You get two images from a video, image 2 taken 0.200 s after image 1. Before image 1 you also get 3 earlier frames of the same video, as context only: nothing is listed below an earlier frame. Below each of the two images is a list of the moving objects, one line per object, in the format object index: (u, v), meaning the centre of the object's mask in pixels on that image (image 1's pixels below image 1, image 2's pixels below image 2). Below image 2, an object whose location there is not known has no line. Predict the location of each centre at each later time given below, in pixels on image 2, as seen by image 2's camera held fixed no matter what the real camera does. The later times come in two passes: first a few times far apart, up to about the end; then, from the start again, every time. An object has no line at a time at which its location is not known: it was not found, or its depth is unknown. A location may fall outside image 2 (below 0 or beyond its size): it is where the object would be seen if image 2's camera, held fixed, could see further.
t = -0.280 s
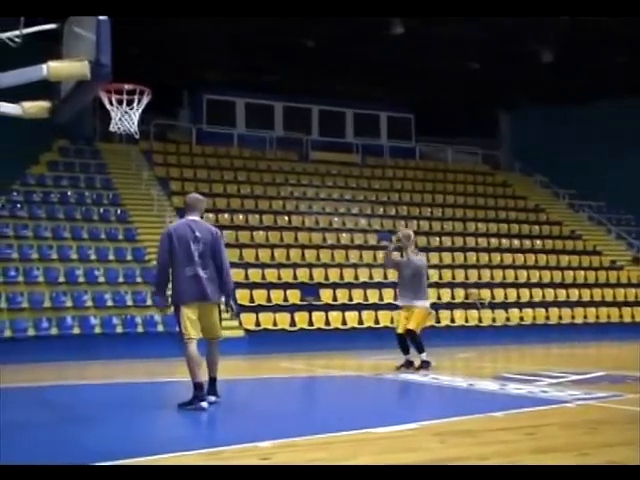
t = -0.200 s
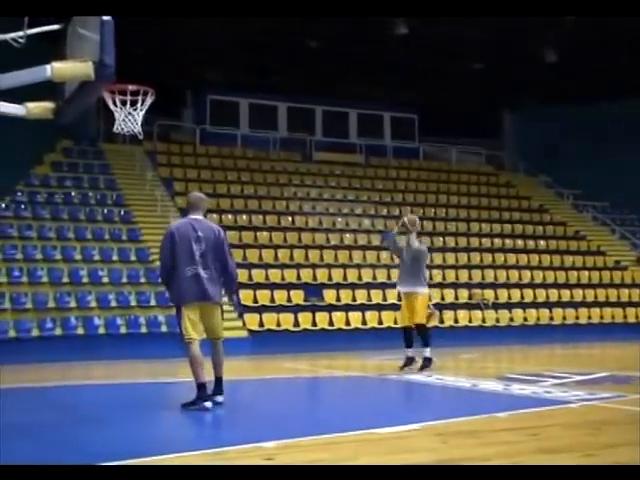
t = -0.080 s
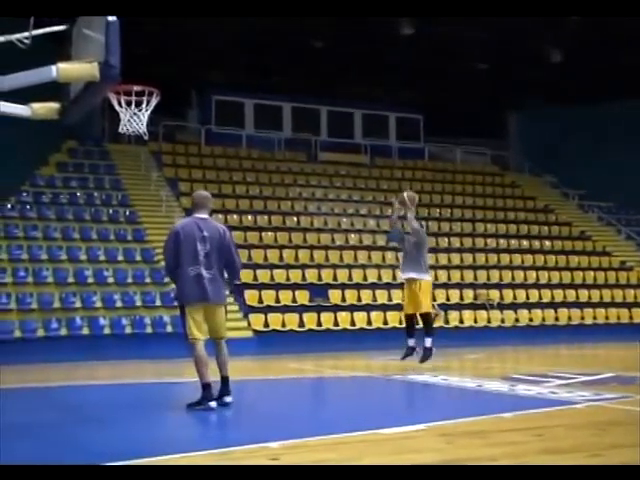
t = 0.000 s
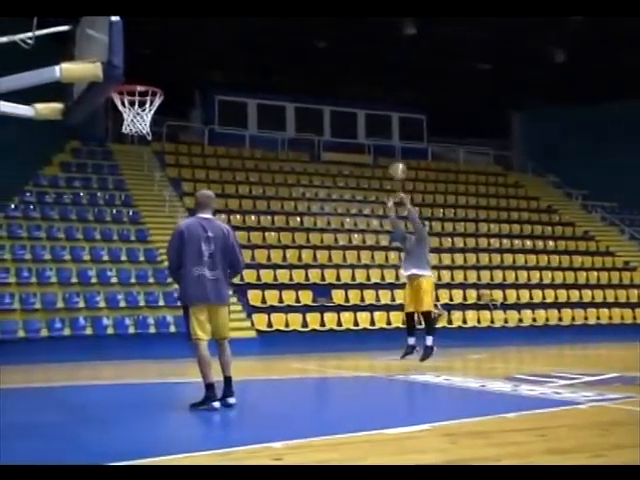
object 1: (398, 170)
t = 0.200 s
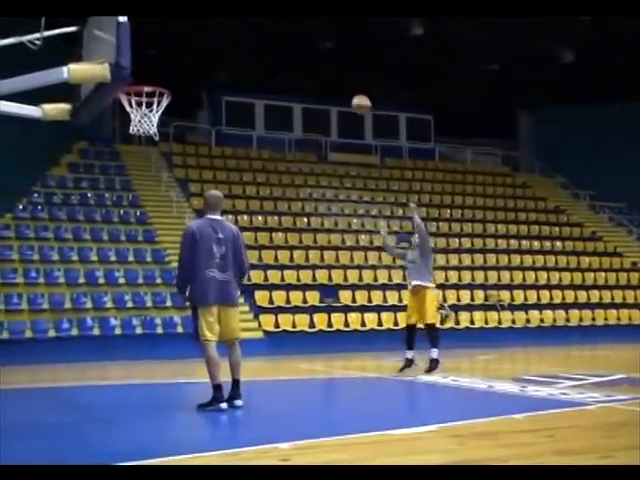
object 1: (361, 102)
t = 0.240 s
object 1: (352, 91)
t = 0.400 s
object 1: (313, 56)
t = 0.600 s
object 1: (258, 38)
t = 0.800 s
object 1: (194, 51)
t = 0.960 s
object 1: (141, 84)
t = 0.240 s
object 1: (352, 91)
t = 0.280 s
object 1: (342, 77)
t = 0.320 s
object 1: (333, 71)
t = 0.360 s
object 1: (322, 63)
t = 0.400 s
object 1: (313, 56)
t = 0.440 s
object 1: (302, 50)
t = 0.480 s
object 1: (291, 45)
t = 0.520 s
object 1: (281, 41)
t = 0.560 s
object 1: (270, 39)
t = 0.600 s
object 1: (258, 38)
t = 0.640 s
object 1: (247, 37)
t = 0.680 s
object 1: (234, 38)
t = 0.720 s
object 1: (221, 40)
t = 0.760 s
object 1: (208, 45)
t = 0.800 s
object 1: (194, 51)
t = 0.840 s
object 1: (179, 57)
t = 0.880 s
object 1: (165, 68)
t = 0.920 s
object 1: (150, 75)
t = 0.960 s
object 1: (141, 84)
